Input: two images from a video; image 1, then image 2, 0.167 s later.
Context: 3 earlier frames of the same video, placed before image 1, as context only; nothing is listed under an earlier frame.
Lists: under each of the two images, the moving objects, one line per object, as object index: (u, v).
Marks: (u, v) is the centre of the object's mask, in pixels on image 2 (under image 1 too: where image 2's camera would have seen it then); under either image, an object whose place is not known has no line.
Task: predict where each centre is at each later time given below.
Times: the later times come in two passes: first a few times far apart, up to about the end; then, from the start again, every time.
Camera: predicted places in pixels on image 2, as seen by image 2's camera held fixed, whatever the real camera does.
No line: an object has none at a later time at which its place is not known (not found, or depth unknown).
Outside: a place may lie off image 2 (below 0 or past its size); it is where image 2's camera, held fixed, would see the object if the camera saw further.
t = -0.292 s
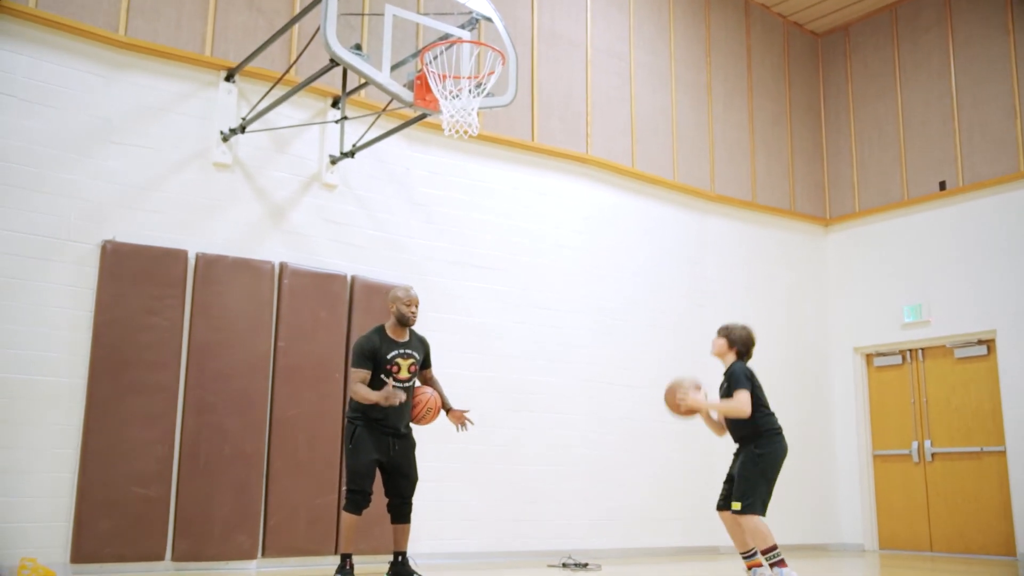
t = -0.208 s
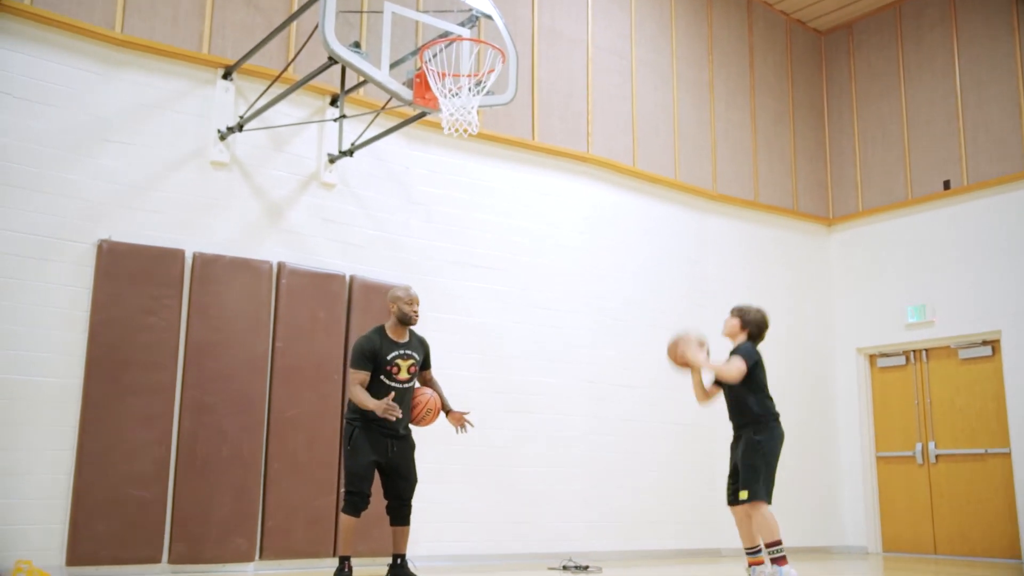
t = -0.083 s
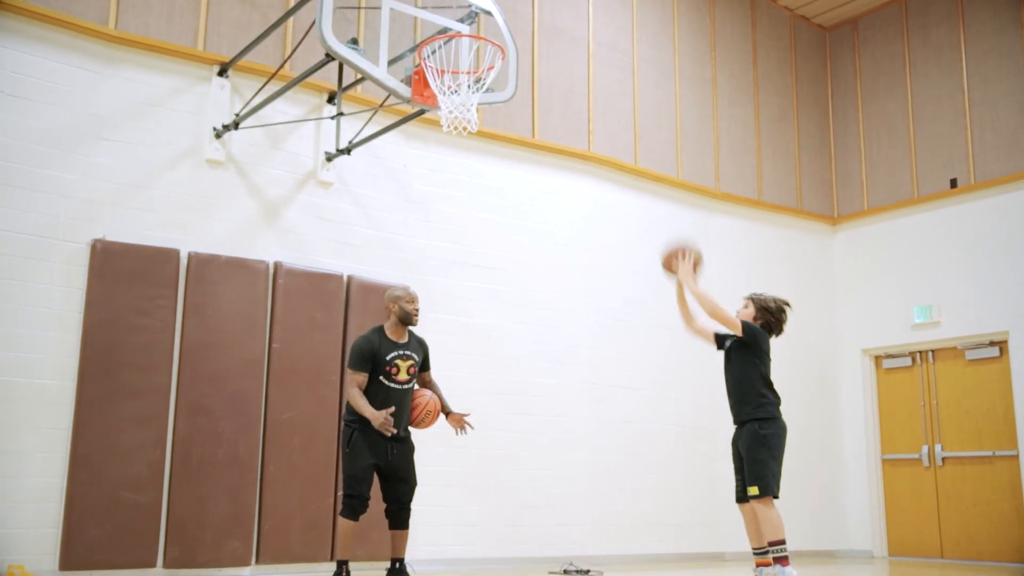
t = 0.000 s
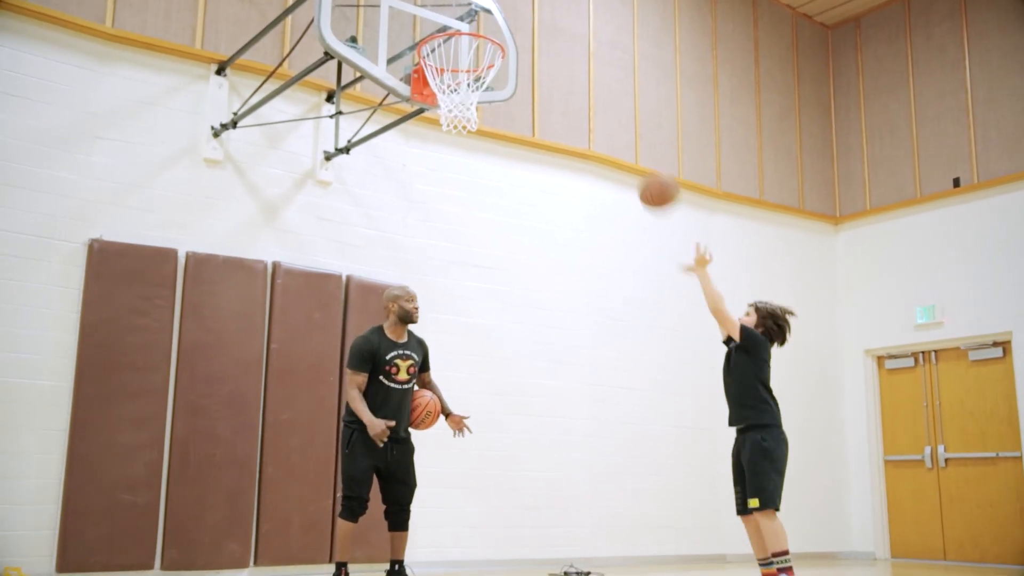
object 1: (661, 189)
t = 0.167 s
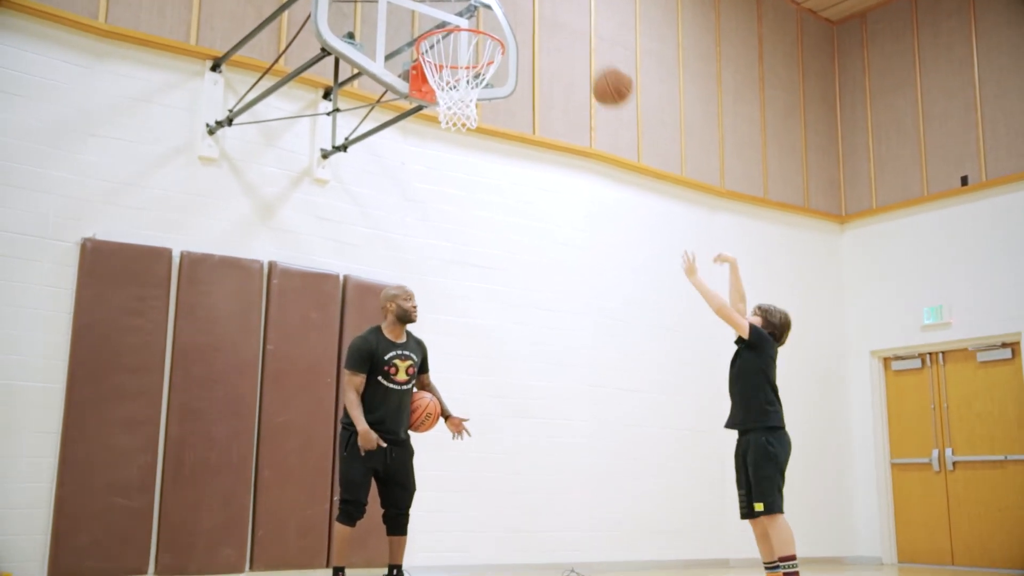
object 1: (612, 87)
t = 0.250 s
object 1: (588, 52)
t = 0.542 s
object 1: (506, 21)
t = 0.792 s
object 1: (437, 65)
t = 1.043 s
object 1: (428, 130)
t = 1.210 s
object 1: (427, 222)
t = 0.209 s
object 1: (600, 68)
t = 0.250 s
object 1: (588, 52)
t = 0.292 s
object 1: (576, 39)
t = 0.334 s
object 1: (565, 29)
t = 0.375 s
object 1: (554, 22)
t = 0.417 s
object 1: (541, 19)
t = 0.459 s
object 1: (530, 18)
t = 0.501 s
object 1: (518, 19)
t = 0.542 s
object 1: (506, 21)
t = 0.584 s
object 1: (494, 25)
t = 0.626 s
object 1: (483, 28)
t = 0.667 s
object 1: (473, 33)
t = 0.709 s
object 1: (460, 44)
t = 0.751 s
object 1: (449, 52)
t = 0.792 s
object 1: (437, 65)
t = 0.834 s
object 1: (428, 77)
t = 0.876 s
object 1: (426, 89)
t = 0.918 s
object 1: (428, 100)
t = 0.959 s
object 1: (428, 107)
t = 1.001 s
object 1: (428, 116)
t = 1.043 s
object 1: (428, 130)
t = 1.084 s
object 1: (428, 149)
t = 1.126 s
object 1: (428, 170)
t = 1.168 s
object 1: (427, 194)
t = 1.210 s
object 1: (427, 222)
